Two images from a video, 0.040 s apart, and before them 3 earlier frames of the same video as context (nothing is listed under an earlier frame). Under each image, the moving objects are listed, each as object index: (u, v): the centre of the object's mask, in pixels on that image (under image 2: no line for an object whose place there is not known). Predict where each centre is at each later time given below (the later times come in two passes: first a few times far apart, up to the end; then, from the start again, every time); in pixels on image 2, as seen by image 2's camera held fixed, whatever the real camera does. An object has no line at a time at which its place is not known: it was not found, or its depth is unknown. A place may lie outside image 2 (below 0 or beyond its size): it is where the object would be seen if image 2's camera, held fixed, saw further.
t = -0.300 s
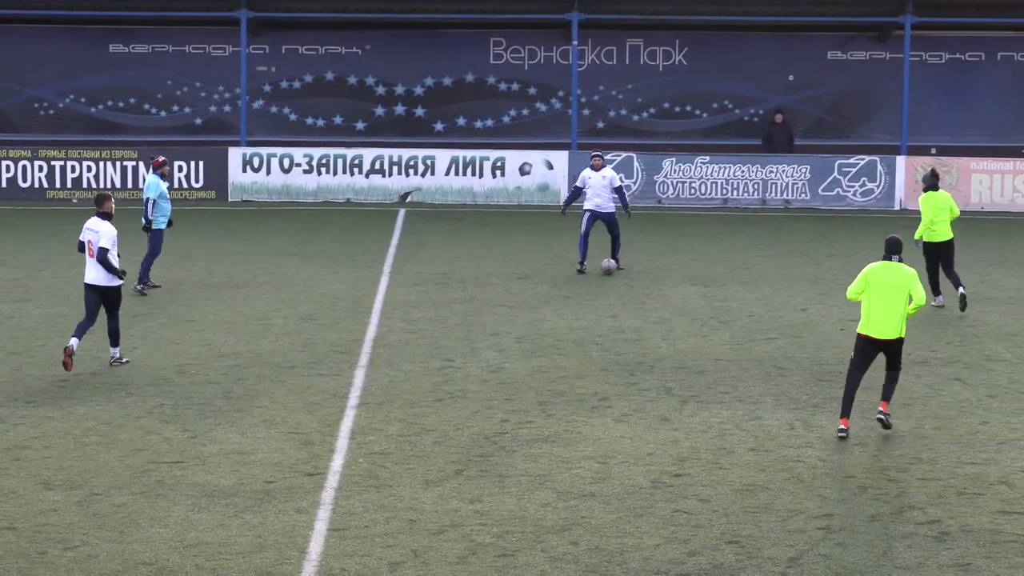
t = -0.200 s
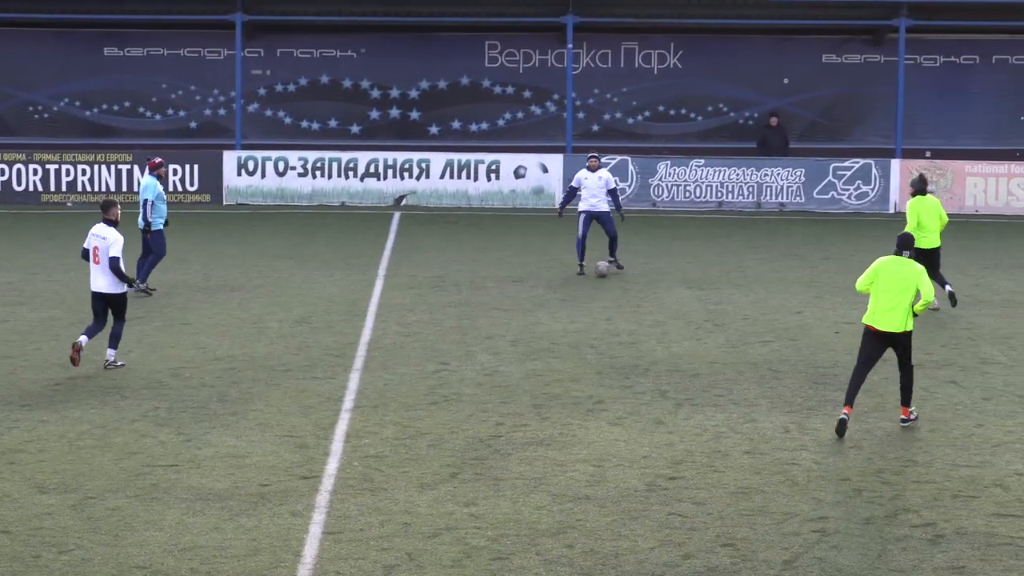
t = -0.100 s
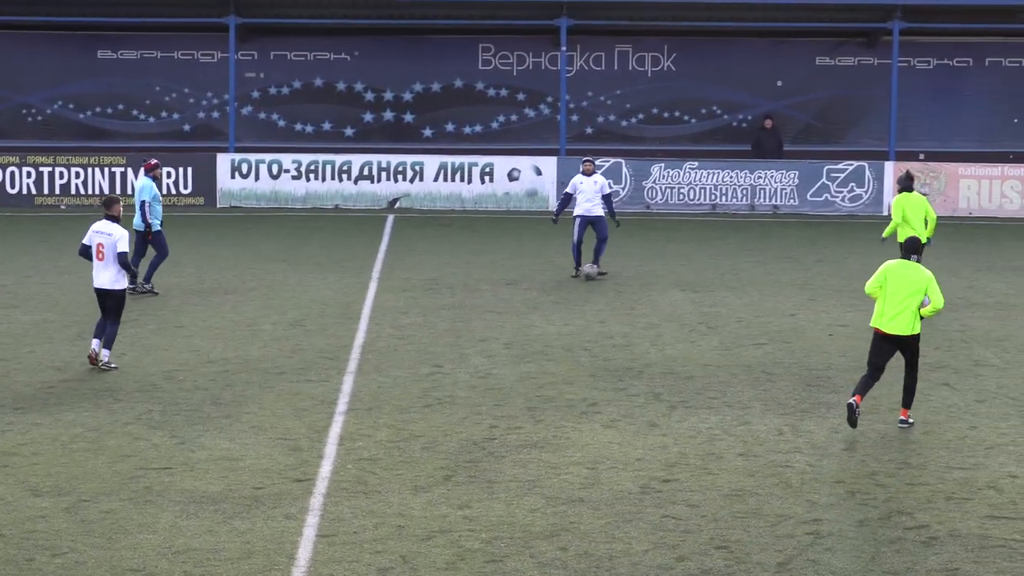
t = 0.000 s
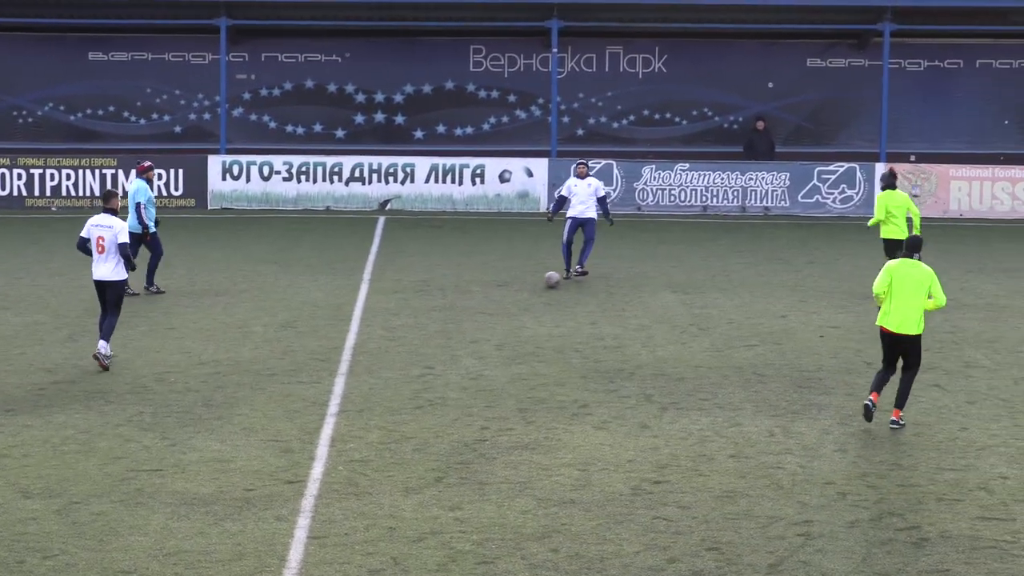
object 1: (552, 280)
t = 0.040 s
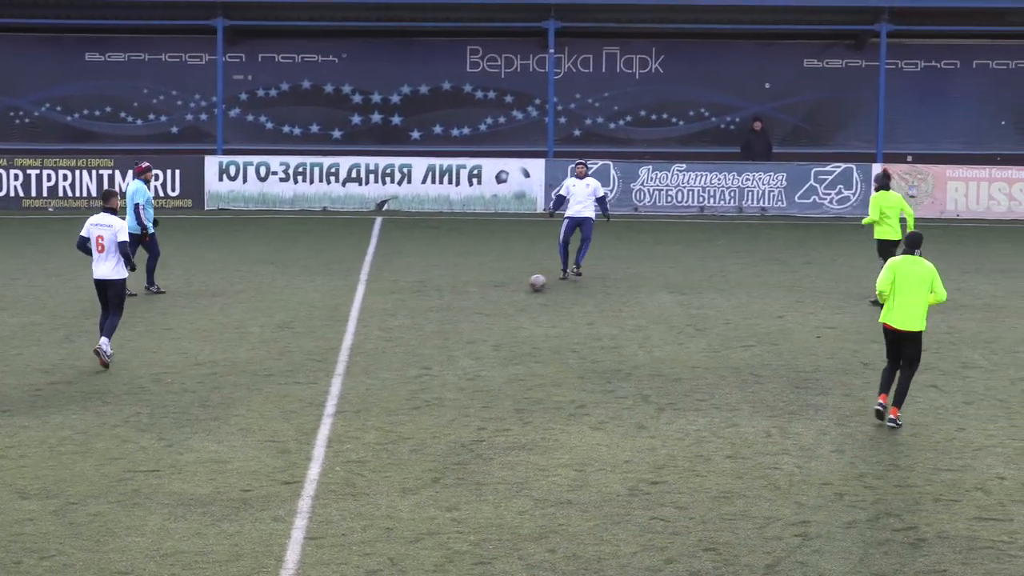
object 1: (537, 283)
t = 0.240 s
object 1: (483, 295)
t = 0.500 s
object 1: (420, 310)
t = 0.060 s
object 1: (532, 284)
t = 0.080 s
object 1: (526, 286)
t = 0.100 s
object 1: (520, 287)
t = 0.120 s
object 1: (514, 288)
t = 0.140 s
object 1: (509, 290)
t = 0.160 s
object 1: (504, 291)
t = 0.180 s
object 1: (499, 292)
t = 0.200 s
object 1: (493, 293)
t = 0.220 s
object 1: (488, 294)
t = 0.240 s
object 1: (483, 295)
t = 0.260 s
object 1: (478, 296)
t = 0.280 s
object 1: (473, 298)
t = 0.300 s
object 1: (467, 299)
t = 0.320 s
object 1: (462, 300)
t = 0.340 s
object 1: (457, 301)
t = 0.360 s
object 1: (452, 302)
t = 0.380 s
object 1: (447, 303)
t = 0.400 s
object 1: (443, 304)
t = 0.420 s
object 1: (438, 305)
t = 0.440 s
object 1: (434, 305)
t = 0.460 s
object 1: (429, 307)
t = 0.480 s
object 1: (424, 308)
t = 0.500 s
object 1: (420, 310)
